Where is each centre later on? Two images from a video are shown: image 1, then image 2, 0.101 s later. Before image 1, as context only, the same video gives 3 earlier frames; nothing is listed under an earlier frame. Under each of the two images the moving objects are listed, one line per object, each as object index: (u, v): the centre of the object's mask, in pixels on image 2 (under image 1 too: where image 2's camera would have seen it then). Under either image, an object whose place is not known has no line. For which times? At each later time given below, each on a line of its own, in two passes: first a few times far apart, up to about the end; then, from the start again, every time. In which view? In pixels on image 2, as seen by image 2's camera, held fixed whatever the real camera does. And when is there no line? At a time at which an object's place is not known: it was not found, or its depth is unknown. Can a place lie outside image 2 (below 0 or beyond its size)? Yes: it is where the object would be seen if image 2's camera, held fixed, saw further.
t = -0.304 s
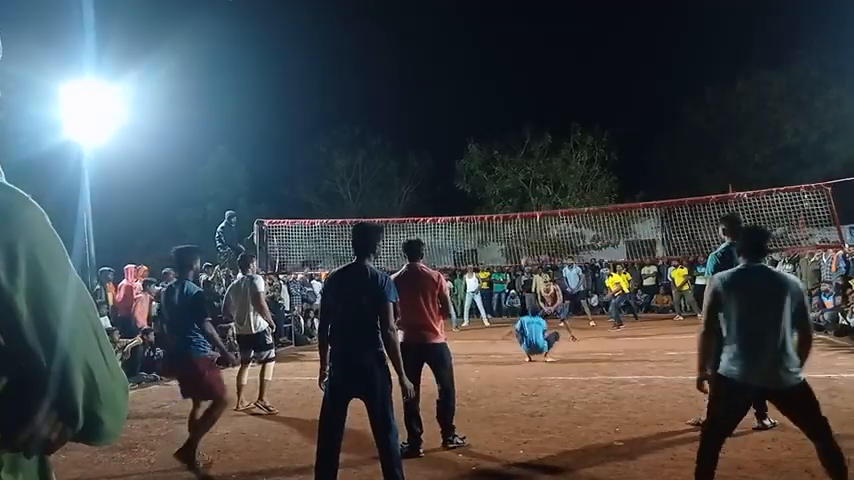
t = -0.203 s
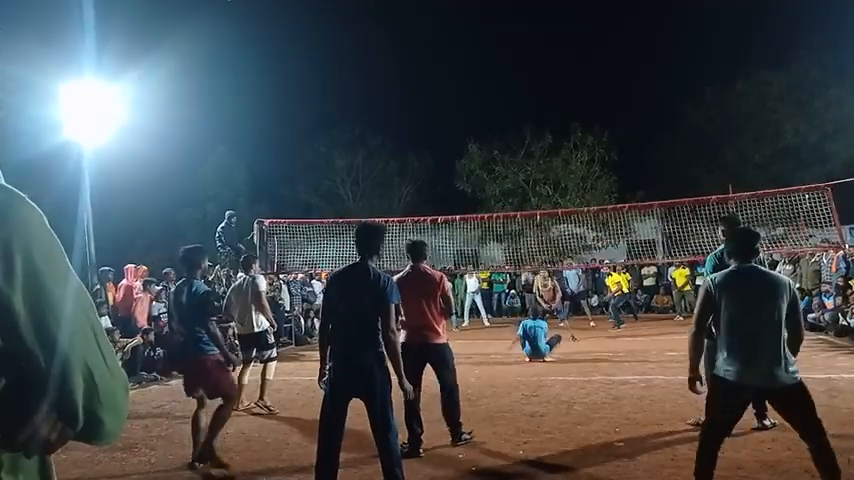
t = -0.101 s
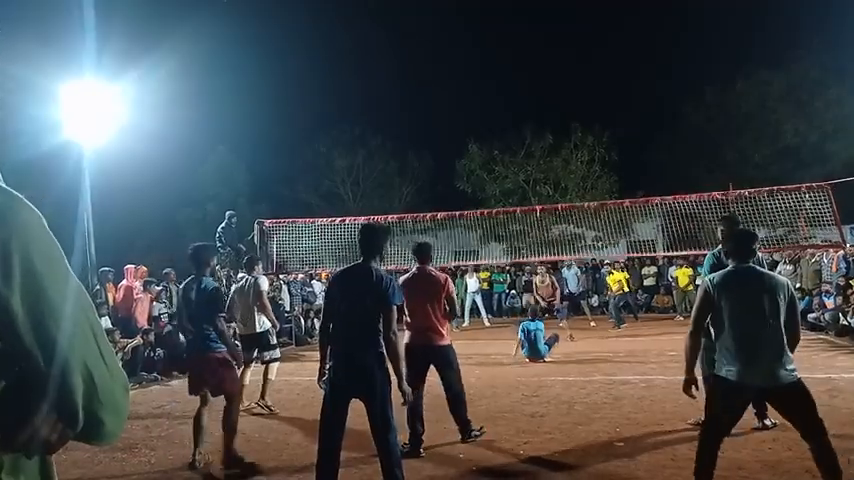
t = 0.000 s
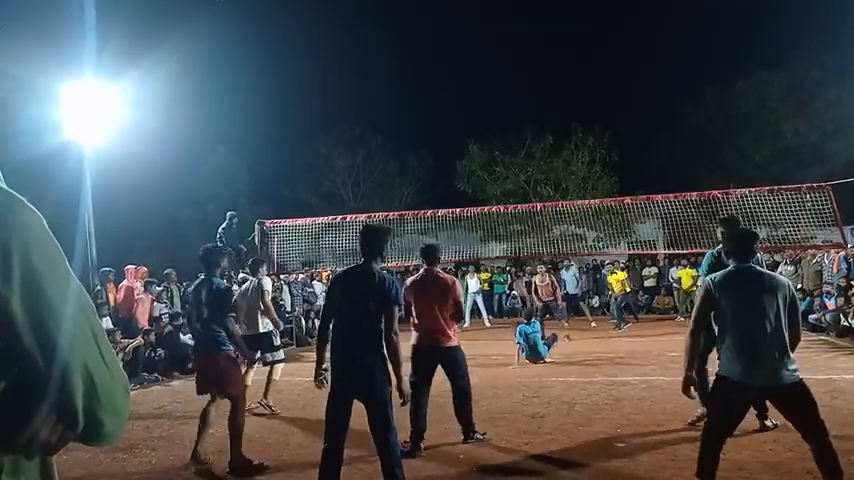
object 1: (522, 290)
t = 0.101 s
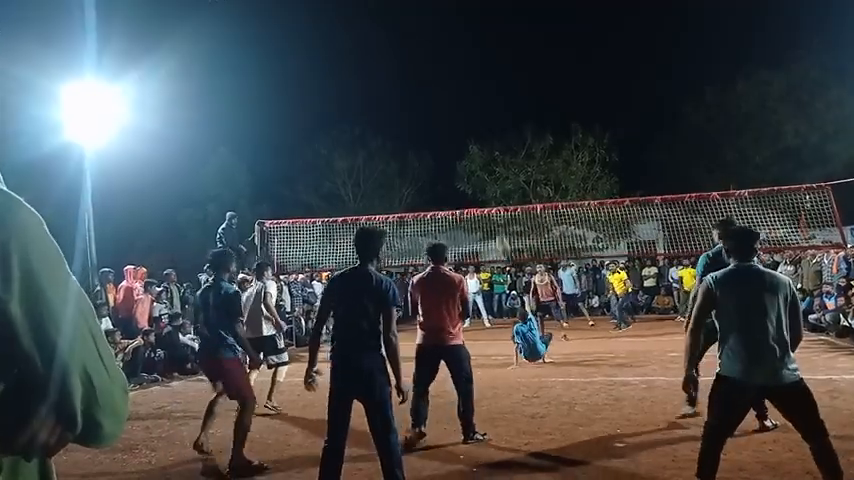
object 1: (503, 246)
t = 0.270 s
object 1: (474, 178)
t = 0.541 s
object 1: (427, 102)
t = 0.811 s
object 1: (376, 67)
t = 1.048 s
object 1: (329, 80)
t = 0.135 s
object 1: (497, 229)
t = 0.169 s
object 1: (490, 214)
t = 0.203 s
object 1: (485, 203)
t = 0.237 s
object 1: (480, 190)
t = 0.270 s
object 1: (474, 178)
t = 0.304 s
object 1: (468, 166)
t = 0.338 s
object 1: (462, 156)
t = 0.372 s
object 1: (457, 145)
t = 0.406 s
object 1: (451, 135)
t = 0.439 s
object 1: (445, 126)
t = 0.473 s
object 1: (439, 117)
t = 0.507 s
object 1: (433, 109)
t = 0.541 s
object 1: (427, 102)
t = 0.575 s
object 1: (420, 95)
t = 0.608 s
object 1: (414, 89)
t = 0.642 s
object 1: (408, 83)
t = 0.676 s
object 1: (401, 78)
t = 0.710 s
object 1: (396, 75)
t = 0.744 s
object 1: (389, 71)
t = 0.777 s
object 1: (383, 69)
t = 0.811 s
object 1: (376, 67)
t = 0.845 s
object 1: (370, 66)
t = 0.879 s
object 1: (363, 67)
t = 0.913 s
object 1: (357, 67)
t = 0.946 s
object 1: (350, 69)
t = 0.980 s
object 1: (343, 71)
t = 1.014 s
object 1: (336, 75)
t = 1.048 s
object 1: (329, 80)
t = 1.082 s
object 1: (323, 84)
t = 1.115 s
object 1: (315, 91)
